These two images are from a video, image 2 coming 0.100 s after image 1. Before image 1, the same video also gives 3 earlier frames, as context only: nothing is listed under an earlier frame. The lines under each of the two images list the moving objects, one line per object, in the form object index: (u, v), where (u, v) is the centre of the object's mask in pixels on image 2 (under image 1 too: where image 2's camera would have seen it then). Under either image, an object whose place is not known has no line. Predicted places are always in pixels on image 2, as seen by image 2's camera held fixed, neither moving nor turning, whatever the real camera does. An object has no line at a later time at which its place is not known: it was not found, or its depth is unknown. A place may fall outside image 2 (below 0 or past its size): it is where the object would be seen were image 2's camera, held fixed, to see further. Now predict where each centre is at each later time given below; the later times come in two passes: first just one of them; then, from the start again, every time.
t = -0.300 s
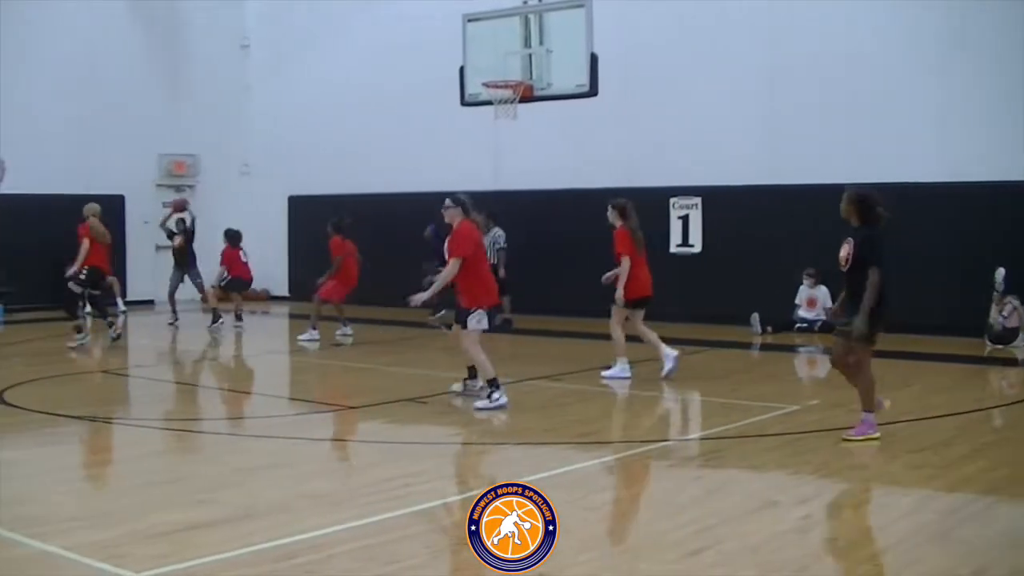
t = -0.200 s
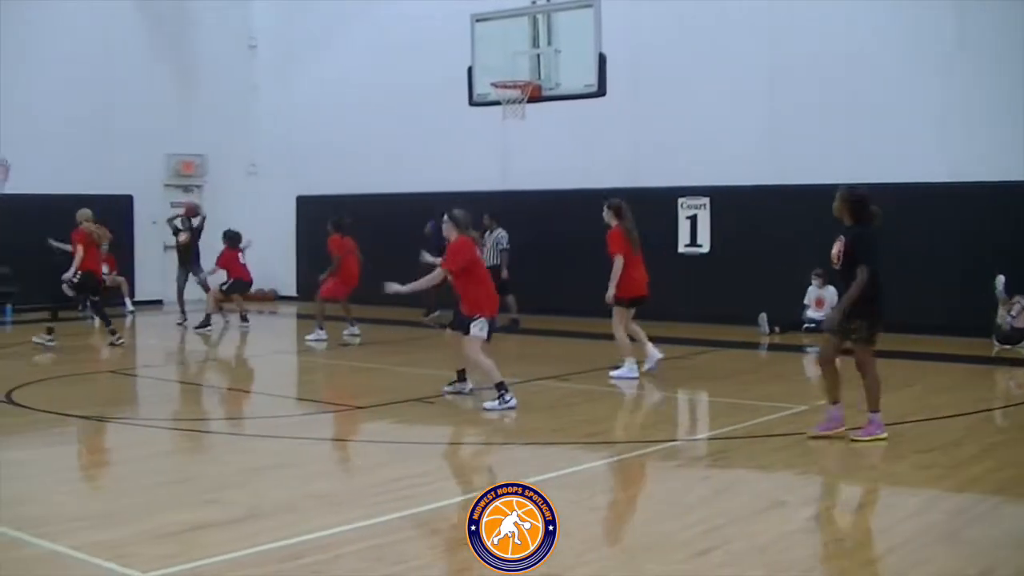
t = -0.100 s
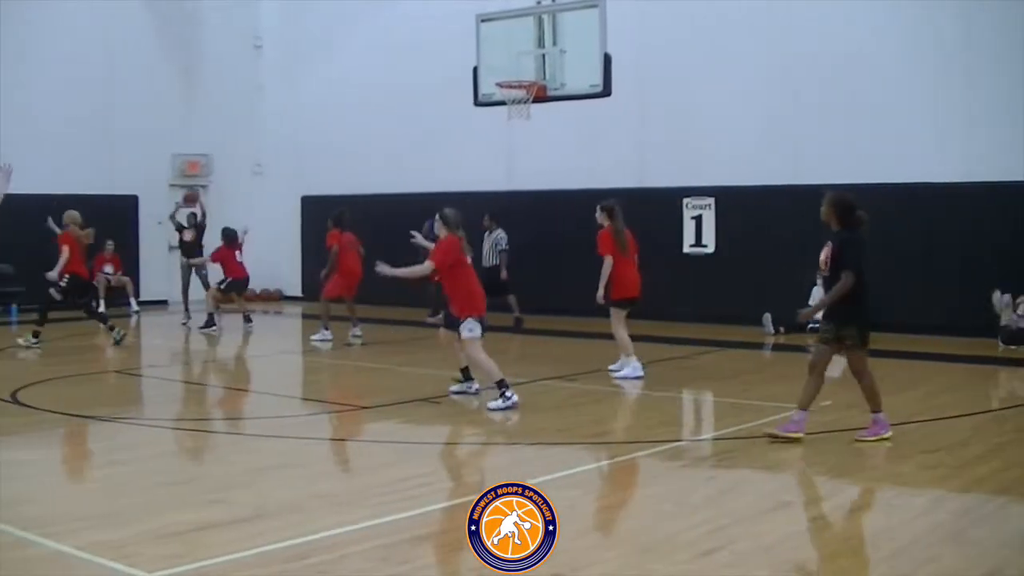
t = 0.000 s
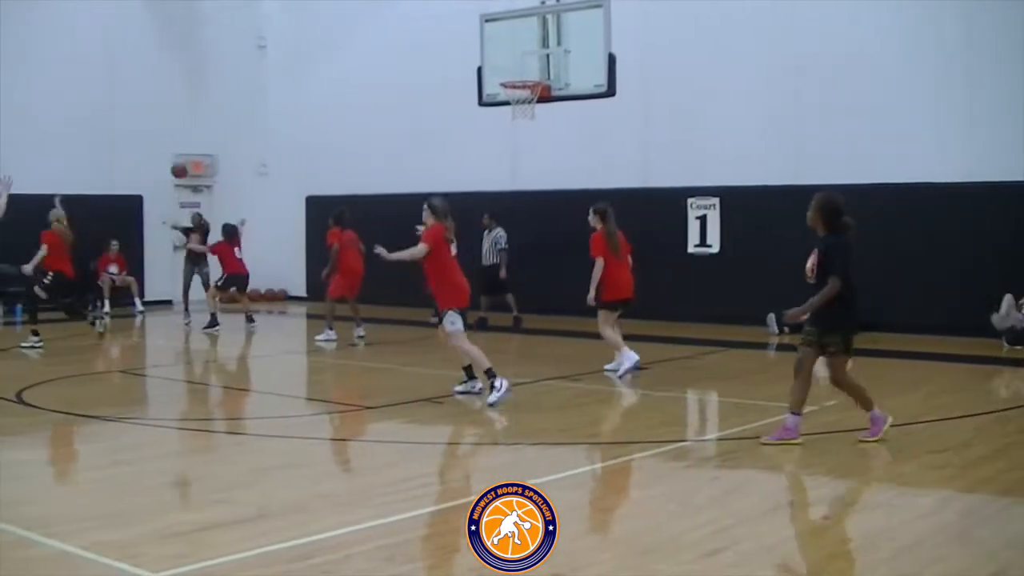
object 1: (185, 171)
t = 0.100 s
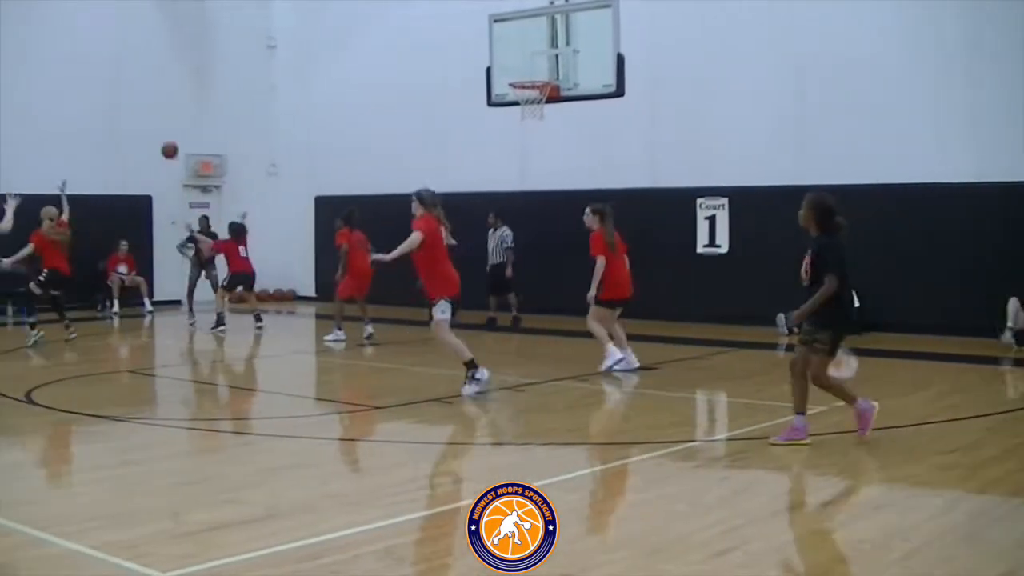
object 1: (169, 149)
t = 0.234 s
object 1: (145, 134)
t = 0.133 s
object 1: (164, 144)
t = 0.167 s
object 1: (159, 140)
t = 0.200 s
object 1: (152, 136)
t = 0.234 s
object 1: (145, 134)
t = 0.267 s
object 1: (137, 132)
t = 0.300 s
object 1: (131, 131)
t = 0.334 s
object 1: (125, 131)
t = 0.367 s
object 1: (116, 132)
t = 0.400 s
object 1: (107, 133)
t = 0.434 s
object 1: (99, 134)
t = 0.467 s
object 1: (94, 139)
